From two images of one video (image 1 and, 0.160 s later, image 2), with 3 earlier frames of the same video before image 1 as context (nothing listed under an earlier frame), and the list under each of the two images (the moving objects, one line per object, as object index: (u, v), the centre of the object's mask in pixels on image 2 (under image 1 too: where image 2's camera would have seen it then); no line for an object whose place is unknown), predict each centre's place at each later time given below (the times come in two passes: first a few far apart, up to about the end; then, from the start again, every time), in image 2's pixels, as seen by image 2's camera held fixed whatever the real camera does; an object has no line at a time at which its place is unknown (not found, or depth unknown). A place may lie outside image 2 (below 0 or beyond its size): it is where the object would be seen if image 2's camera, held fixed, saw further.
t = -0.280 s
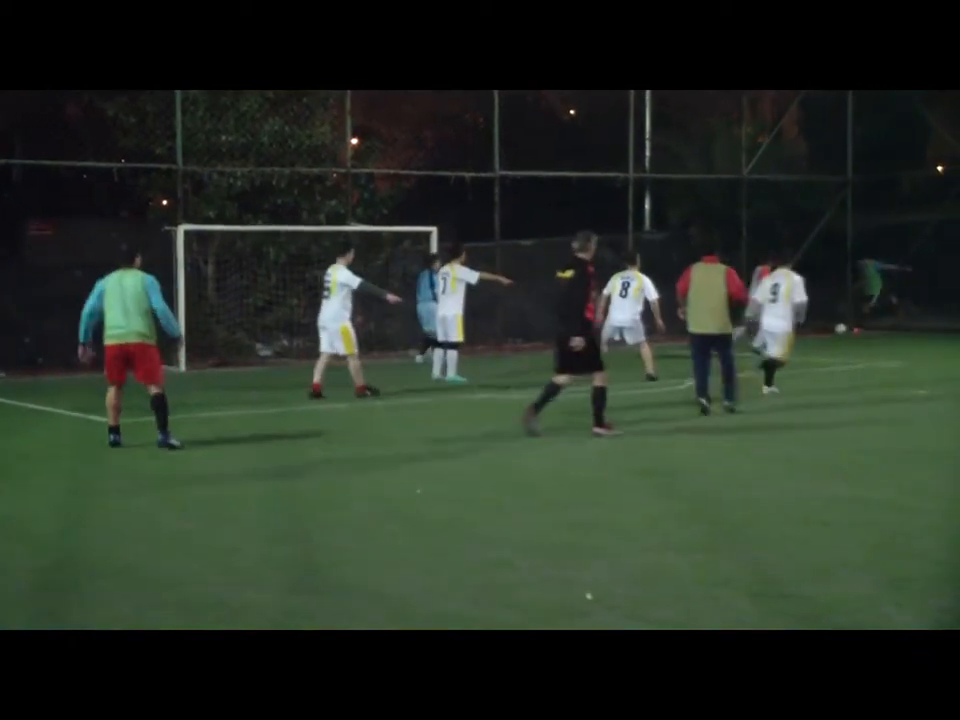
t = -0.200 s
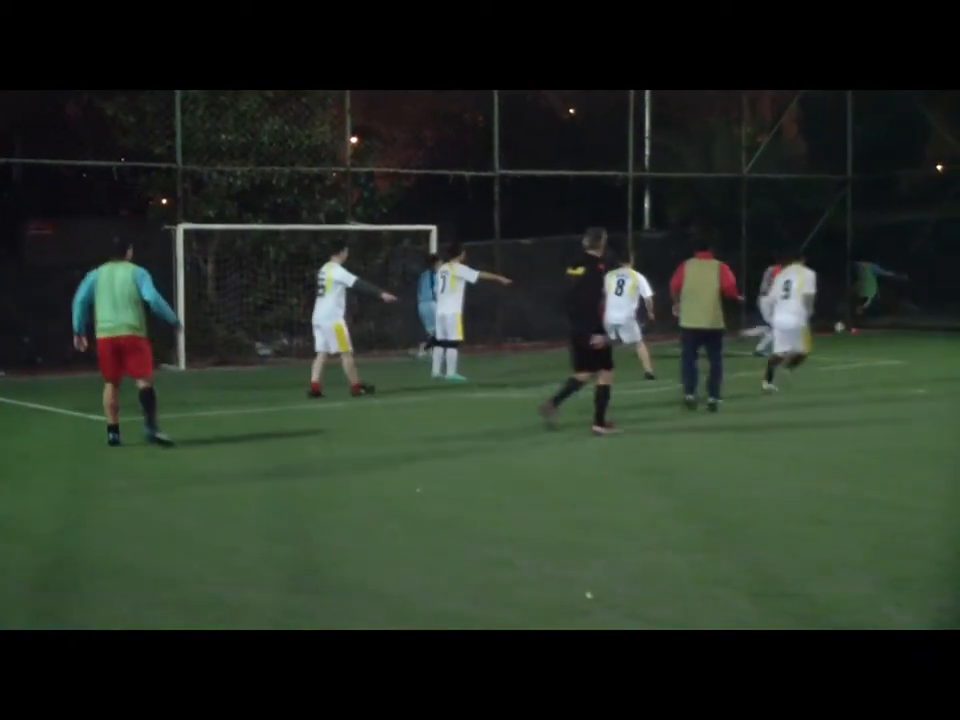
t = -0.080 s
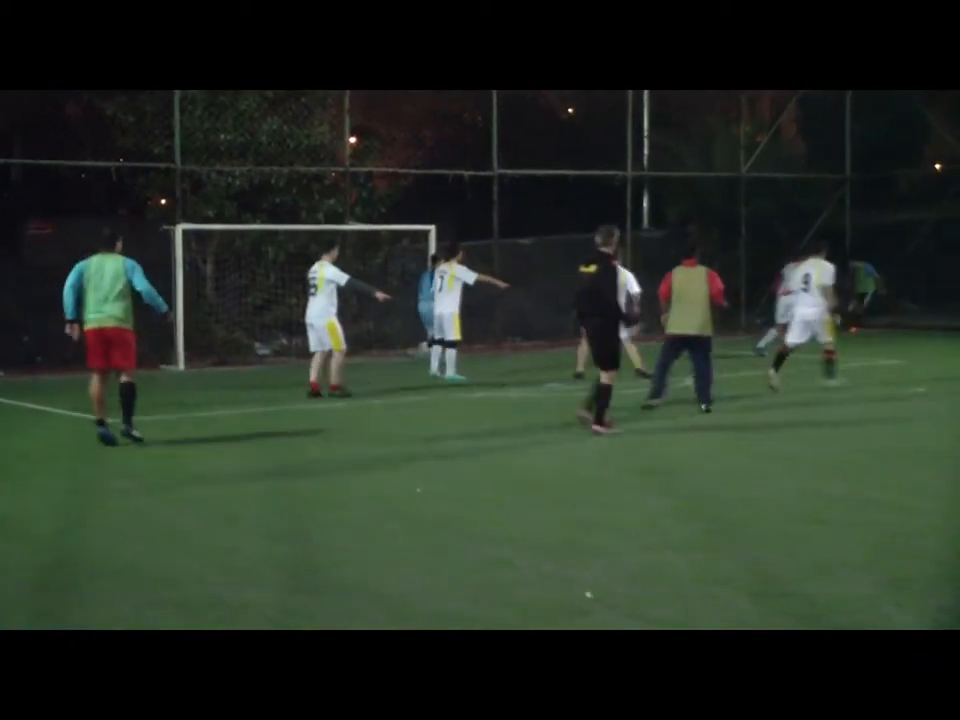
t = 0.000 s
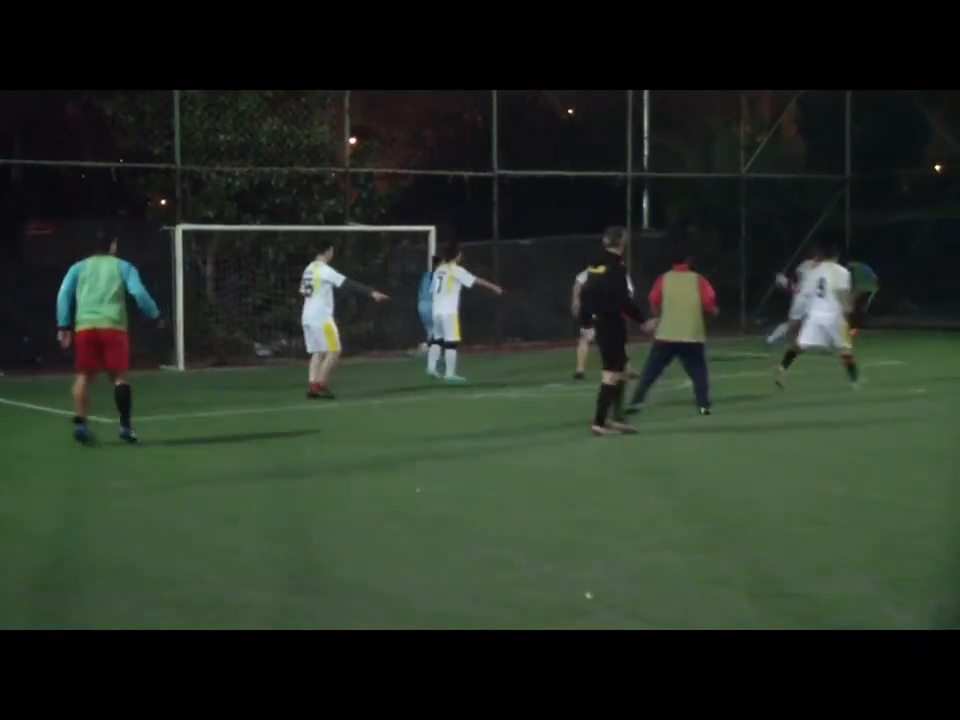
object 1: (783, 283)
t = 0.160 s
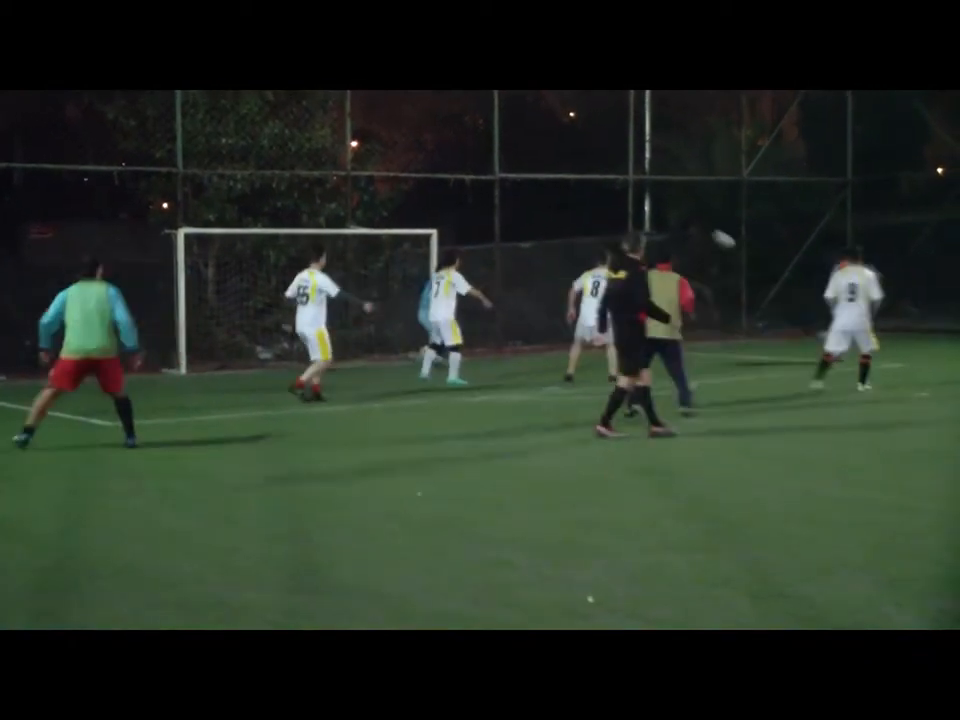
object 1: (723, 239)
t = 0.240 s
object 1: (692, 220)
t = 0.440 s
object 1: (609, 179)
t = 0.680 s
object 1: (503, 155)
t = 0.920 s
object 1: (387, 166)
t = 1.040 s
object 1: (324, 189)
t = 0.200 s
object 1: (707, 229)
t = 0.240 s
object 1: (692, 220)
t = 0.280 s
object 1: (675, 210)
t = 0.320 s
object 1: (659, 201)
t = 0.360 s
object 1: (643, 193)
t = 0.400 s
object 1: (625, 186)
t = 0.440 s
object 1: (609, 179)
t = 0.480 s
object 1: (592, 173)
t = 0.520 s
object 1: (574, 167)
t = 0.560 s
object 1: (557, 164)
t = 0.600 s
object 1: (540, 160)
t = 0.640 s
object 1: (521, 157)
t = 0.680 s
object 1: (503, 155)
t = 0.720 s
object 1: (484, 154)
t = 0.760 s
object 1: (466, 154)
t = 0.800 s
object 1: (447, 156)
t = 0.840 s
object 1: (427, 158)
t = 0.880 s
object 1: (407, 161)
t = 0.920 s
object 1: (387, 166)
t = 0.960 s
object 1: (367, 172)
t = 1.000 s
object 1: (346, 180)
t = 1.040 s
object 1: (324, 189)
